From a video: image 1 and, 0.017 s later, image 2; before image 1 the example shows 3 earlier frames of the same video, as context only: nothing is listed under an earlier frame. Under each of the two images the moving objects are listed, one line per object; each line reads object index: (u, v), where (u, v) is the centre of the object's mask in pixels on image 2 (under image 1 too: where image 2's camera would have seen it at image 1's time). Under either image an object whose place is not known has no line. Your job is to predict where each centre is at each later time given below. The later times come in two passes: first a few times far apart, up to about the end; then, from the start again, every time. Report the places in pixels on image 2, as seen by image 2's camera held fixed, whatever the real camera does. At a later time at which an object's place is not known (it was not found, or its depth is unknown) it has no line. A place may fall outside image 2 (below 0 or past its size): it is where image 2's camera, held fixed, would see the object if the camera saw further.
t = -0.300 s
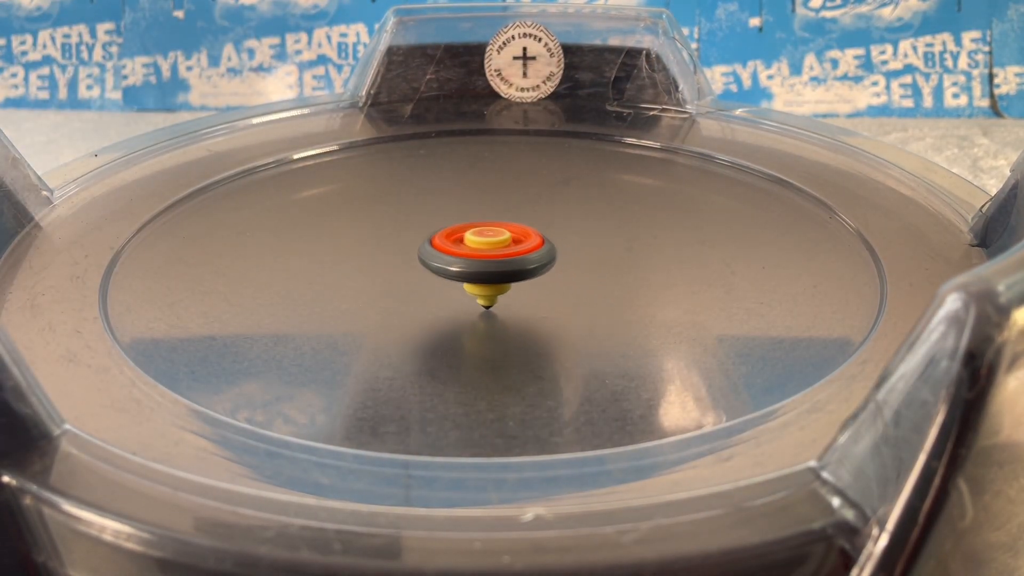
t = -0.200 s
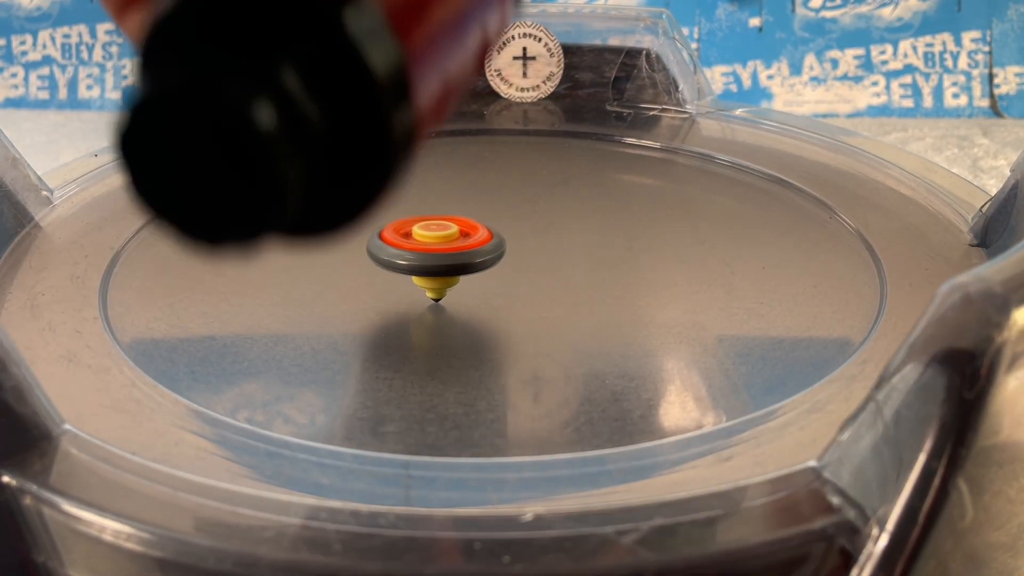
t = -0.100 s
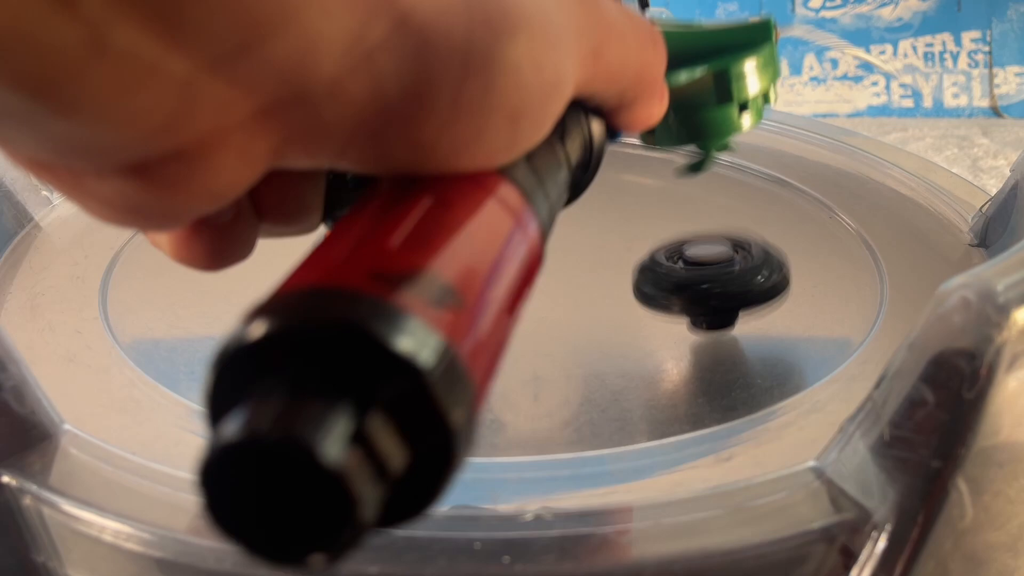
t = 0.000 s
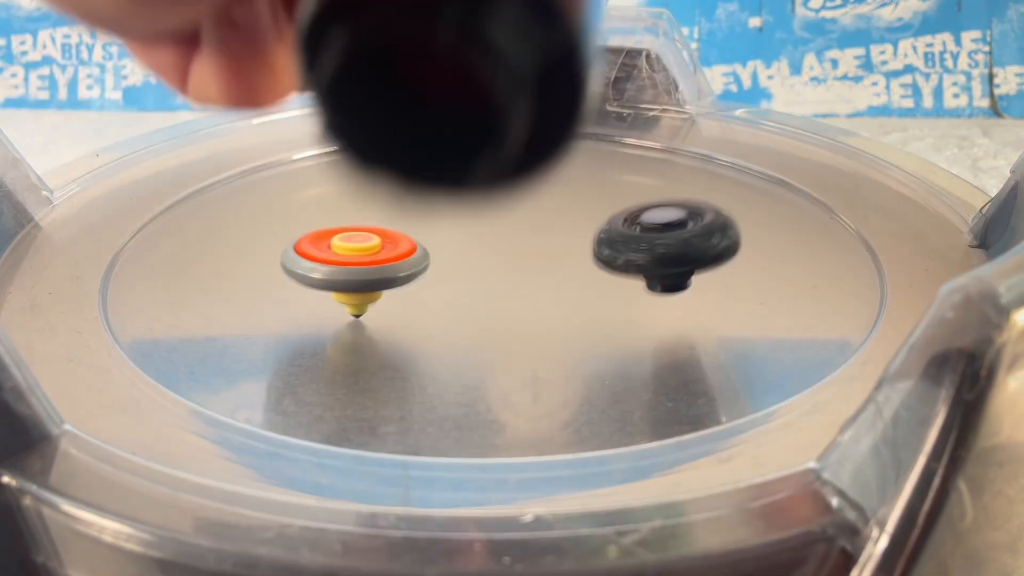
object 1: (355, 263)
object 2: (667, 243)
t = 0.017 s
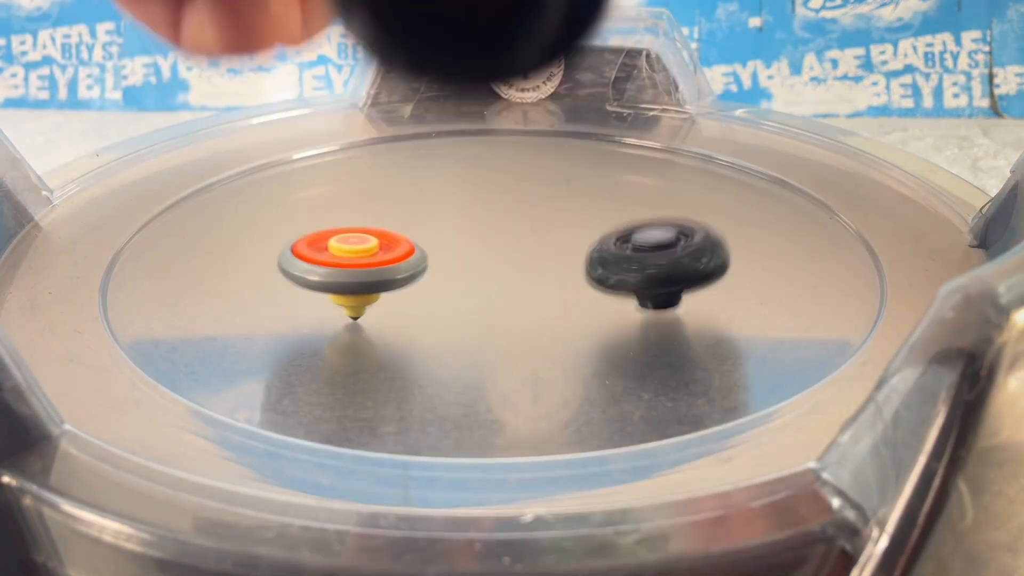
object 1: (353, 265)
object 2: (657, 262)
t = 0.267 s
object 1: (412, 301)
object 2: (440, 225)
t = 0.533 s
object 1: (532, 264)
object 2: (347, 241)
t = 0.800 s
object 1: (450, 214)
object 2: (425, 299)
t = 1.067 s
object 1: (332, 226)
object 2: (513, 292)
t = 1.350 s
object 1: (83, 226)
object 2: (780, 184)
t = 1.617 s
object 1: (601, 254)
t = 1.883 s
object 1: (638, 169)
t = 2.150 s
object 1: (463, 155)
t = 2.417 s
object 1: (349, 212)
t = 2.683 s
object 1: (507, 279)
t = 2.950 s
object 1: (661, 224)
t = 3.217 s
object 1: (587, 174)
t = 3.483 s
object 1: (454, 217)
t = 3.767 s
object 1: (539, 290)
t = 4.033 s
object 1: (699, 259)
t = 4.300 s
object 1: (632, 213)
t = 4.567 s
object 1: (466, 251)
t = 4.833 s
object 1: (481, 314)
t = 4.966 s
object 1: (566, 322)
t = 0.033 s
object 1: (351, 268)
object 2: (644, 253)
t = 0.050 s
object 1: (350, 270)
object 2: (630, 242)
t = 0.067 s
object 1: (351, 273)
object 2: (616, 238)
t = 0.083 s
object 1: (352, 276)
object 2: (602, 242)
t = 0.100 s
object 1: (354, 279)
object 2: (587, 253)
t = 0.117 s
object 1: (356, 281)
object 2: (571, 243)
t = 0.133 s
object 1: (360, 284)
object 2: (556, 238)
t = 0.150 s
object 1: (363, 287)
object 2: (541, 241)
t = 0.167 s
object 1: (369, 290)
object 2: (525, 238)
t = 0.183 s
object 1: (374, 292)
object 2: (510, 232)
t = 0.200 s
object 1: (380, 295)
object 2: (495, 232)
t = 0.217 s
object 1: (386, 297)
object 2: (481, 231)
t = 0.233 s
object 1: (394, 298)
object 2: (467, 223)
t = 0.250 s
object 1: (402, 299)
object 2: (454, 222)
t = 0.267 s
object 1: (412, 301)
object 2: (440, 225)
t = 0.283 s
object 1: (422, 301)
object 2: (429, 219)
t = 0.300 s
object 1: (433, 302)
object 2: (418, 216)
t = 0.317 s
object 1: (442, 302)
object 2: (407, 220)
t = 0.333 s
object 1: (451, 301)
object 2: (398, 218)
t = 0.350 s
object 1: (461, 300)
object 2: (389, 218)
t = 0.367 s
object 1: (472, 299)
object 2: (382, 218)
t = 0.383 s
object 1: (482, 297)
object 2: (375, 219)
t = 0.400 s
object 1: (491, 295)
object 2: (370, 220)
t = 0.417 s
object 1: (499, 292)
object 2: (364, 221)
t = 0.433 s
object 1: (506, 289)
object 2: (360, 224)
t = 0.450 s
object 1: (513, 285)
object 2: (356, 226)
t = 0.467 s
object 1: (519, 281)
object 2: (353, 229)
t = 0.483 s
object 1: (523, 277)
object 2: (350, 231)
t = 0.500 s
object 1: (528, 273)
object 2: (349, 234)
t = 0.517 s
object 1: (530, 269)
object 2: (347, 237)
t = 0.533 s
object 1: (532, 264)
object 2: (347, 241)
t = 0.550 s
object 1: (532, 260)
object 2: (348, 245)
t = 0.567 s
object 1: (532, 255)
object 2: (349, 249)
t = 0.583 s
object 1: (530, 251)
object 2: (351, 253)
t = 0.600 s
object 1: (528, 247)
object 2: (353, 256)
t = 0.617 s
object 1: (524, 243)
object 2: (356, 261)
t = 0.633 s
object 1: (520, 239)
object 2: (361, 265)
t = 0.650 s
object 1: (516, 236)
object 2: (365, 270)
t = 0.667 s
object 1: (511, 232)
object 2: (370, 274)
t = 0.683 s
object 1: (505, 229)
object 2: (375, 277)
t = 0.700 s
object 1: (499, 227)
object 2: (381, 281)
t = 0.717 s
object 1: (492, 225)
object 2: (388, 284)
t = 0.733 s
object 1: (484, 222)
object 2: (394, 288)
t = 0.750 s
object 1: (476, 220)
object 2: (401, 292)
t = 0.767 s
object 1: (468, 218)
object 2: (409, 294)
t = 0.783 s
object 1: (459, 215)
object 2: (417, 297)
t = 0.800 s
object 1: (450, 214)
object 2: (425, 299)
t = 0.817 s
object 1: (442, 213)
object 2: (433, 300)
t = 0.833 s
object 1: (434, 212)
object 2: (441, 301)
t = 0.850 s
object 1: (424, 211)
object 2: (449, 302)
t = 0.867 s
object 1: (416, 211)
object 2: (457, 304)
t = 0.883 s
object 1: (408, 210)
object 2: (464, 303)
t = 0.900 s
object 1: (399, 210)
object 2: (471, 303)
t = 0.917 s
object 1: (392, 211)
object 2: (477, 303)
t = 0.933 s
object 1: (384, 211)
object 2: (483, 302)
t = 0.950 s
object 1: (376, 212)
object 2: (489, 302)
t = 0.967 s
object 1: (369, 213)
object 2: (494, 301)
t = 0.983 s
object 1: (361, 214)
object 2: (499, 300)
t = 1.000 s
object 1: (355, 216)
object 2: (503, 299)
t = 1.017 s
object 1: (348, 218)
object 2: (506, 297)
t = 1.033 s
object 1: (342, 221)
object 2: (509, 296)
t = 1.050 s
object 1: (337, 223)
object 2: (511, 294)
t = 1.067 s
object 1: (332, 226)
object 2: (513, 292)
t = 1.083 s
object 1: (328, 230)
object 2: (514, 290)
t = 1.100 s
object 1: (325, 233)
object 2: (514, 289)
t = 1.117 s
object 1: (323, 237)
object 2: (514, 287)
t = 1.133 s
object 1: (322, 241)
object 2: (514, 285)
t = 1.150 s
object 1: (322, 246)
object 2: (512, 283)
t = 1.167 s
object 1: (323, 250)
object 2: (511, 280)
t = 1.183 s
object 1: (326, 255)
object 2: (509, 279)
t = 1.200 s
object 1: (330, 259)
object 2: (506, 277)
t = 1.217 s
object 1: (335, 263)
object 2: (503, 275)
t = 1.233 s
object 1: (343, 268)
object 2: (500, 273)
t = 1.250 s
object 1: (351, 272)
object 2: (497, 271)
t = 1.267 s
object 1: (306, 255)
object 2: (535, 258)
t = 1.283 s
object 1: (237, 239)
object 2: (588, 236)
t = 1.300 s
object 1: (167, 230)
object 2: (640, 221)
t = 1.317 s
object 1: (93, 228)
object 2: (690, 215)
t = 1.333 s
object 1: (67, 230)
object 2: (741, 215)
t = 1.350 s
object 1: (83, 226)
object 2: (780, 184)
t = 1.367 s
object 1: (108, 231)
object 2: (815, 155)
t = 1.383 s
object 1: (136, 244)
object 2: (850, 134)
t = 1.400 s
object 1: (169, 263)
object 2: (884, 122)
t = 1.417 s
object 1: (205, 263)
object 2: (915, 117)
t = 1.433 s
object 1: (240, 270)
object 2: (945, 119)
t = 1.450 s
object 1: (276, 274)
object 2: (968, 129)
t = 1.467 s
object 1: (314, 278)
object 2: (982, 144)
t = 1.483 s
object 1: (353, 279)
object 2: (988, 159)
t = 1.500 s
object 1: (391, 281)
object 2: (993, 180)
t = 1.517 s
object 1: (427, 281)
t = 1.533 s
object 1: (461, 280)
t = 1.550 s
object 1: (493, 276)
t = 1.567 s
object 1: (524, 272)
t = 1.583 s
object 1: (553, 267)
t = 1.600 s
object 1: (579, 260)
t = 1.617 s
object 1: (601, 254)
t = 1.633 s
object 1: (619, 246)
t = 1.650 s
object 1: (636, 238)
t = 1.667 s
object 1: (651, 231)
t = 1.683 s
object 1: (664, 224)
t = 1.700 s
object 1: (673, 217)
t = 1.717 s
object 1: (678, 211)
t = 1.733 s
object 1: (681, 204)
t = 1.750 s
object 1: (682, 199)
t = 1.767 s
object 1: (682, 194)
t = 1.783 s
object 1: (680, 189)
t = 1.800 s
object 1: (676, 185)
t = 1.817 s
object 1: (670, 181)
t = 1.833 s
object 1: (663, 178)
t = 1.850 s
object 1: (655, 175)
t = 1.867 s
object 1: (647, 172)
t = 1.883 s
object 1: (638, 169)
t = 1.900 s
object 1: (628, 167)
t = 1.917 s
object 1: (618, 165)
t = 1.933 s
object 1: (607, 162)
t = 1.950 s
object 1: (597, 161)
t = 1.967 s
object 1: (586, 159)
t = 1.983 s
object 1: (575, 158)
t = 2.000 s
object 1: (564, 157)
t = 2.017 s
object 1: (552, 156)
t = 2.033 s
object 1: (541, 155)
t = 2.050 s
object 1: (530, 154)
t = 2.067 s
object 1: (519, 154)
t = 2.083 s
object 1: (508, 154)
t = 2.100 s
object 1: (497, 154)
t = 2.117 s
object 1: (485, 154)
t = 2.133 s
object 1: (474, 155)
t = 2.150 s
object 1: (463, 155)
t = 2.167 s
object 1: (453, 156)
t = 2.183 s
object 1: (442, 158)
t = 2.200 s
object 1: (432, 159)
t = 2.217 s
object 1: (421, 161)
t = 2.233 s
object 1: (411, 164)
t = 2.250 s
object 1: (401, 166)
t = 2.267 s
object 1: (393, 169)
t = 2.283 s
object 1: (385, 173)
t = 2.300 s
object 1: (378, 176)
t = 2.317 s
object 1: (371, 181)
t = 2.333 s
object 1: (364, 185)
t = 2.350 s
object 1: (358, 190)
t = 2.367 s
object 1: (354, 195)
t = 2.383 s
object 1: (351, 201)
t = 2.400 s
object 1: (350, 206)
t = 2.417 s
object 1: (349, 212)
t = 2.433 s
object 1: (350, 218)
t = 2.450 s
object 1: (352, 225)
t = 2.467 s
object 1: (355, 231)
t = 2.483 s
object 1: (360, 237)
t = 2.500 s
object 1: (367, 242)
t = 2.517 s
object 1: (375, 248)
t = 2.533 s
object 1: (385, 253)
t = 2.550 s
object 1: (395, 258)
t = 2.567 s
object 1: (407, 263)
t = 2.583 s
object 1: (419, 267)
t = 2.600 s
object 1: (432, 271)
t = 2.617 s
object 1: (446, 274)
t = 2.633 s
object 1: (461, 275)
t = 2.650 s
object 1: (477, 277)
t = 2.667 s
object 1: (492, 278)
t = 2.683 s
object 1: (507, 279)
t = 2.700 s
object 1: (522, 278)
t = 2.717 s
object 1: (536, 277)
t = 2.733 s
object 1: (550, 276)
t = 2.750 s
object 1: (564, 273)
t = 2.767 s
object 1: (577, 271)
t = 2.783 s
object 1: (590, 267)
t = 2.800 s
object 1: (602, 264)
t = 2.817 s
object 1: (612, 260)
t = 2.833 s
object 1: (622, 257)
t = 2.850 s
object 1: (631, 252)
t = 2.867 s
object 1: (638, 248)
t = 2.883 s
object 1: (644, 244)
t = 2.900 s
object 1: (649, 239)
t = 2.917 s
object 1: (653, 234)
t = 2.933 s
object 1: (658, 229)
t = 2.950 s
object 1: (661, 224)
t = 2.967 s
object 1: (663, 220)
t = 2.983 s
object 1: (664, 215)
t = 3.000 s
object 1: (663, 211)
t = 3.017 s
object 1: (661, 206)
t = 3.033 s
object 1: (659, 203)
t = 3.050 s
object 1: (655, 198)
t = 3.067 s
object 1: (651, 194)
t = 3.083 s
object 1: (646, 191)
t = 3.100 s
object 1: (641, 188)
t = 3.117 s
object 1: (635, 184)
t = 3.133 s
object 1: (629, 182)
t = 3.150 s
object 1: (622, 179)
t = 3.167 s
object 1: (614, 178)
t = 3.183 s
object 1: (605, 176)
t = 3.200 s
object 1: (597, 175)
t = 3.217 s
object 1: (587, 174)
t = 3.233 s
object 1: (577, 173)
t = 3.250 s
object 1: (568, 174)
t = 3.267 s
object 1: (558, 174)
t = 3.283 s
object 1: (548, 175)
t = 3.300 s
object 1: (539, 176)
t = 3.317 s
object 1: (529, 178)
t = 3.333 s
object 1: (520, 180)
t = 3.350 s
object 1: (510, 183)
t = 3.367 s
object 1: (501, 186)
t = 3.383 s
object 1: (492, 189)
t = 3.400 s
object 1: (484, 193)
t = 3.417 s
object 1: (476, 197)
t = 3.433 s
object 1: (469, 202)
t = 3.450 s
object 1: (463, 207)
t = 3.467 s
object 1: (458, 211)
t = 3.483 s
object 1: (454, 217)
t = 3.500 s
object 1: (451, 222)
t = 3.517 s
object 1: (448, 228)
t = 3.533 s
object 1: (447, 233)
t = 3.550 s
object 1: (447, 239)
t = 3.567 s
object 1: (447, 245)
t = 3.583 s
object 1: (449, 250)
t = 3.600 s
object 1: (452, 256)
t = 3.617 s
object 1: (456, 261)
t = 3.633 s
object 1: (461, 266)
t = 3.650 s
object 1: (468, 270)
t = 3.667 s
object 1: (475, 274)
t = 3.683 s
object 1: (484, 278)
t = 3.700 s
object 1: (494, 281)
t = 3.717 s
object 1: (504, 284)
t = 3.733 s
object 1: (515, 286)
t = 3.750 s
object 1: (527, 289)
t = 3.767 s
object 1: (539, 290)
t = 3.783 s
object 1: (551, 291)
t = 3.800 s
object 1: (563, 292)
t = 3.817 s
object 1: (576, 292)
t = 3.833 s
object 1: (588, 292)
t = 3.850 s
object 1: (600, 291)
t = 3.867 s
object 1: (612, 290)
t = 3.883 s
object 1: (624, 289)
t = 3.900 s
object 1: (635, 286)
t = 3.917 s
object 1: (646, 284)
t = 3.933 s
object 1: (656, 281)
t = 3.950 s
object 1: (665, 278)
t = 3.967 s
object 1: (674, 275)
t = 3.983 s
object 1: (682, 271)
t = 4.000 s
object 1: (689, 267)
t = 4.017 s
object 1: (695, 263)
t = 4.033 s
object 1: (699, 259)
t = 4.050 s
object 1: (703, 255)
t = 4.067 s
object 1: (706, 251)
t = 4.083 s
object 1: (707, 246)
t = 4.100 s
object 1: (708, 243)
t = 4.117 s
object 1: (707, 238)
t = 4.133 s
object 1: (705, 235)
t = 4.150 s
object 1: (702, 231)
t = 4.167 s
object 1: (698, 228)
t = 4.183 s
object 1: (693, 225)
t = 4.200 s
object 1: (687, 222)
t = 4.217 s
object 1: (680, 220)
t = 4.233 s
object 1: (672, 218)
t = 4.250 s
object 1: (663, 216)
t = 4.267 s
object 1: (653, 214)
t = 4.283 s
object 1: (643, 214)
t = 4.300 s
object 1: (632, 213)
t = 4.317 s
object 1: (621, 213)
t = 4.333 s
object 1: (610, 213)
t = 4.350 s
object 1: (598, 214)
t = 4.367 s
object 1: (586, 215)
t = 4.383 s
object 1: (575, 217)
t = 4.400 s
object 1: (563, 218)
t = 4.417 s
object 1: (552, 220)
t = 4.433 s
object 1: (540, 223)
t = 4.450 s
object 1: (529, 225)
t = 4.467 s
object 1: (518, 228)
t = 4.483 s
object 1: (508, 231)
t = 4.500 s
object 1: (499, 235)
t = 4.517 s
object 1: (490, 239)
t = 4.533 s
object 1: (481, 243)
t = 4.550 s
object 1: (473, 247)
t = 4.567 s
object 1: (466, 251)
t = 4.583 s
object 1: (460, 255)
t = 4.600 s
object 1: (455, 259)
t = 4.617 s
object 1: (451, 264)
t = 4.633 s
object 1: (448, 268)
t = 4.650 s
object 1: (445, 272)
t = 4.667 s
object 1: (444, 277)
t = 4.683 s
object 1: (443, 281)
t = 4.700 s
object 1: (444, 285)
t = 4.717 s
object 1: (445, 290)
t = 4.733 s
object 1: (448, 294)
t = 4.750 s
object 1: (451, 298)
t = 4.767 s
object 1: (455, 301)
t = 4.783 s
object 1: (460, 305)
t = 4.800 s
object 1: (466, 308)
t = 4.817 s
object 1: (473, 311)
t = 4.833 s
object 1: (481, 314)
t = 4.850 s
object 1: (490, 316)
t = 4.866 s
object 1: (499, 318)
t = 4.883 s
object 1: (509, 320)
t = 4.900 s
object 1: (520, 321)
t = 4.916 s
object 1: (531, 322)
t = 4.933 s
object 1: (543, 322)
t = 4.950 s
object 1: (554, 322)
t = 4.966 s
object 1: (566, 322)
